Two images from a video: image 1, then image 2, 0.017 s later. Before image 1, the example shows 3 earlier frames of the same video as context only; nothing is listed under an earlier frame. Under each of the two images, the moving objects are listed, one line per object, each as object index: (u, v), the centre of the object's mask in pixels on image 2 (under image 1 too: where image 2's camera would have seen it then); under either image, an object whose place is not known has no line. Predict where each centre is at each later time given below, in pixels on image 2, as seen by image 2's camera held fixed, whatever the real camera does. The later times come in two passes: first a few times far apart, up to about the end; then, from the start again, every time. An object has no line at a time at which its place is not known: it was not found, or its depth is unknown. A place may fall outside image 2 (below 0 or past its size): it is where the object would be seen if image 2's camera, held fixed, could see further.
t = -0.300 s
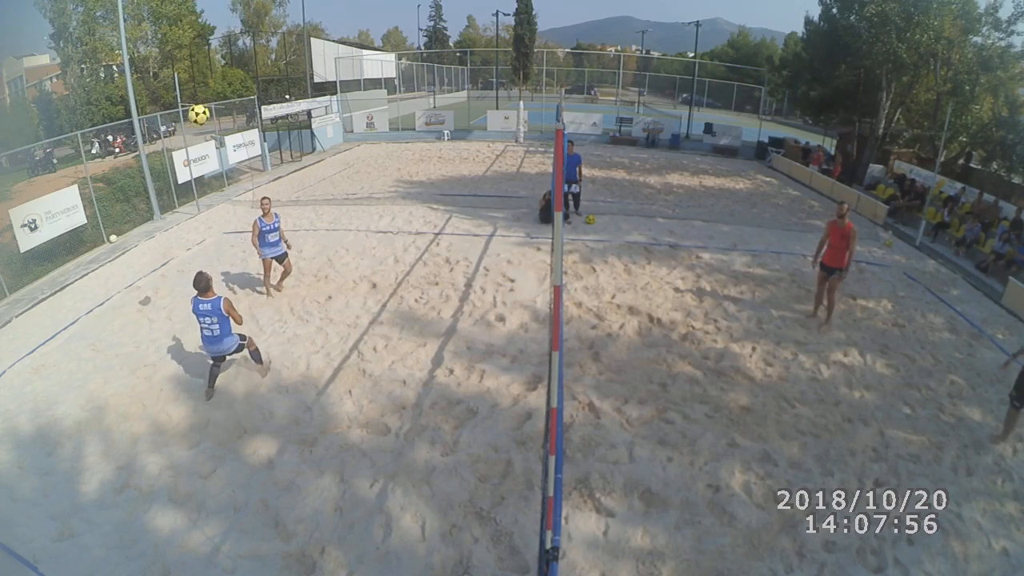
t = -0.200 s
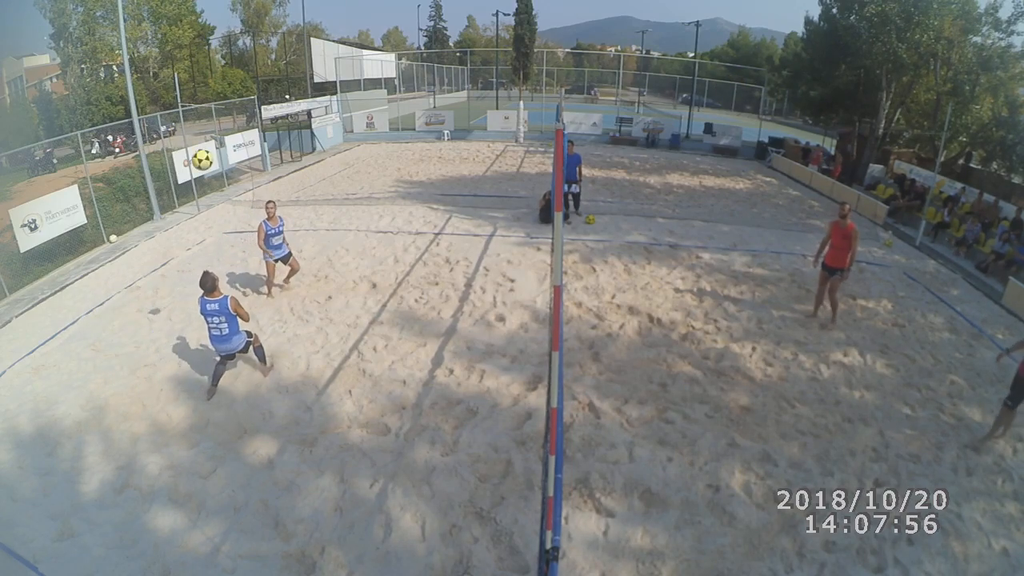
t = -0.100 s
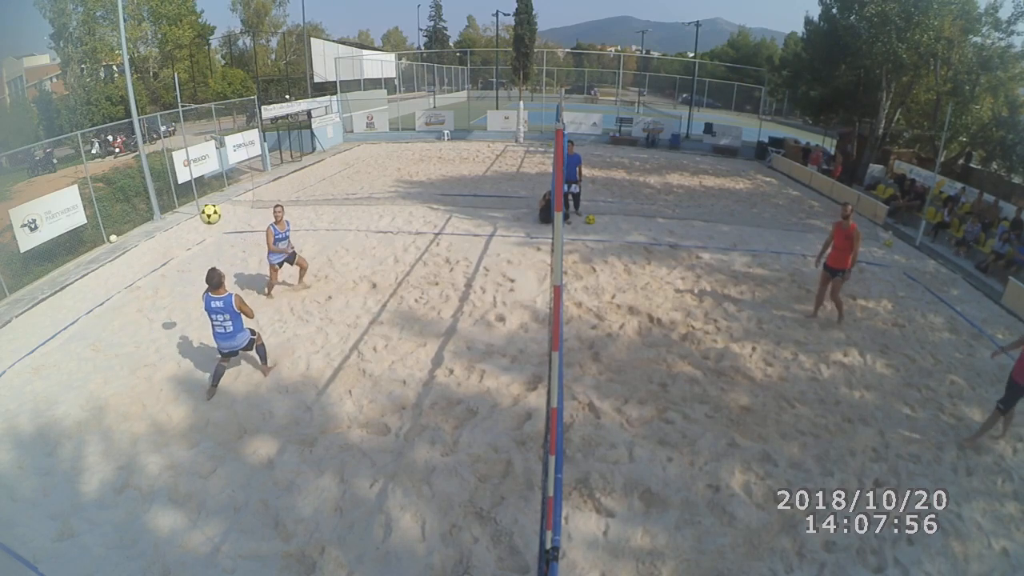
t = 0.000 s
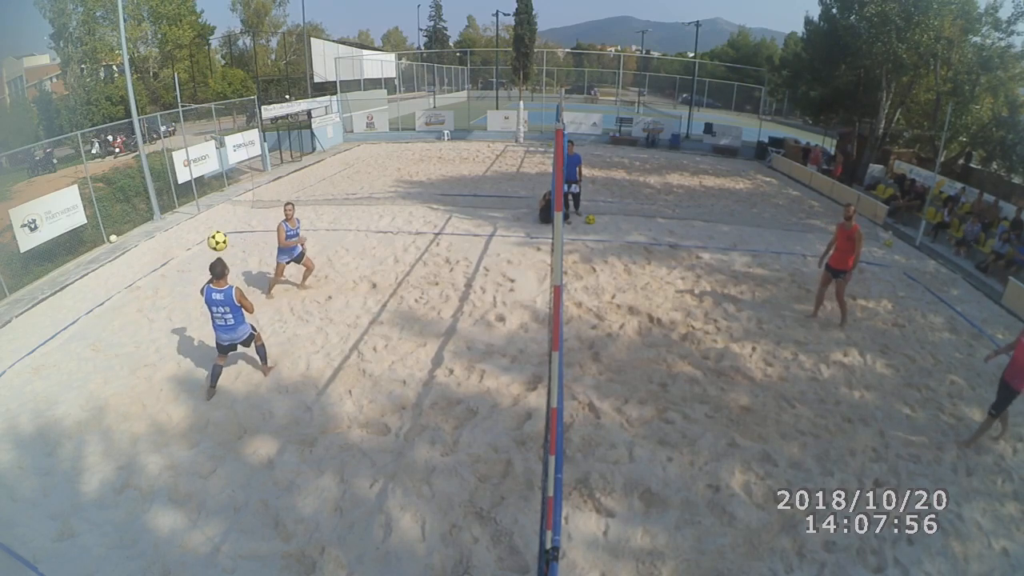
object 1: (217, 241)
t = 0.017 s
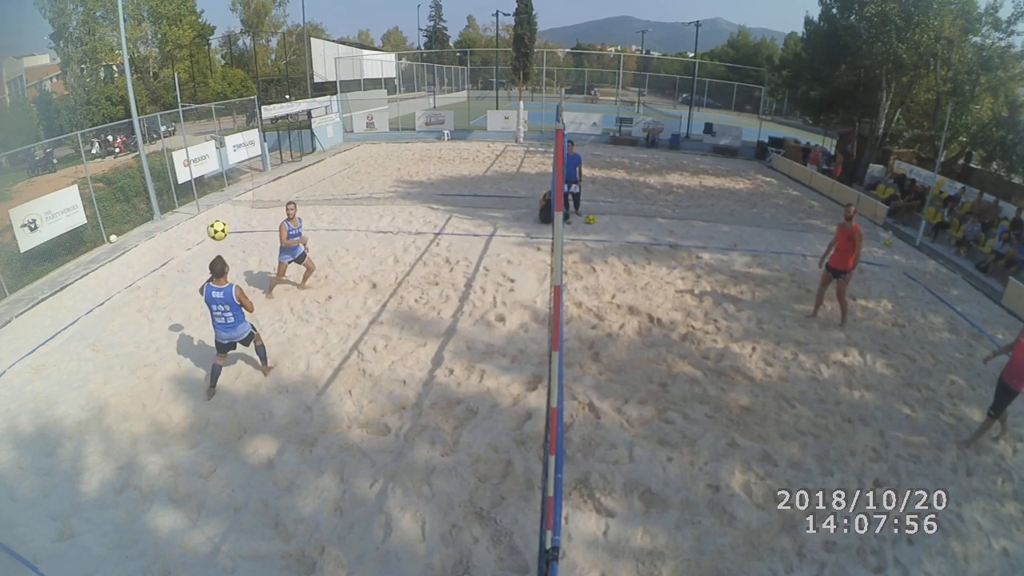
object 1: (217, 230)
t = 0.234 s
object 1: (226, 112)
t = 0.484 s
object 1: (249, 40)
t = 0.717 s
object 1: (276, 29)
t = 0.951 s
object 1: (303, 62)
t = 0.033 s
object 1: (217, 220)
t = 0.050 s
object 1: (217, 209)
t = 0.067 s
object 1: (218, 199)
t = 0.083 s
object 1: (218, 189)
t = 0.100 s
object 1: (218, 180)
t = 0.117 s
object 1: (219, 170)
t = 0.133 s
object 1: (219, 161)
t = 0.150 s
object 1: (220, 153)
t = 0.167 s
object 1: (221, 144)
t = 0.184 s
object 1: (222, 136)
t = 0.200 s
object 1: (223, 127)
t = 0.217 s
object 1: (224, 120)
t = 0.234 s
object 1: (226, 112)
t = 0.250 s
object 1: (227, 106)
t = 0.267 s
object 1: (228, 99)
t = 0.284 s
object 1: (229, 93)
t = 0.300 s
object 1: (231, 87)
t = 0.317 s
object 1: (232, 81)
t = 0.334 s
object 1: (234, 76)
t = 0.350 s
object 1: (235, 70)
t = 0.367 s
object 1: (237, 66)
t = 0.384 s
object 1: (238, 61)
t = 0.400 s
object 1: (240, 57)
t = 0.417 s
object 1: (242, 53)
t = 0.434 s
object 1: (244, 49)
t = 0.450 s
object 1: (245, 46)
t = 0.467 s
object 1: (247, 43)
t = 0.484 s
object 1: (249, 40)
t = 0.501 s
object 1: (251, 37)
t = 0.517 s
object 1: (253, 35)
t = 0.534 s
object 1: (255, 33)
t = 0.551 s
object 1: (257, 31)
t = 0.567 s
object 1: (259, 30)
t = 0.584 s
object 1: (260, 29)
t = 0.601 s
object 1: (262, 28)
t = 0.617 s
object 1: (264, 28)
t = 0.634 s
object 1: (266, 27)
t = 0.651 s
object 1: (268, 27)
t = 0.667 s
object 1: (270, 27)
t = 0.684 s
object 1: (272, 27)
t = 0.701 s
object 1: (274, 28)
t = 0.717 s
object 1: (276, 29)
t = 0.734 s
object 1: (278, 29)
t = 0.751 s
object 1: (280, 30)
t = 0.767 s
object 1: (282, 32)
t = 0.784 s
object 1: (284, 34)
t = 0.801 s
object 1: (286, 36)
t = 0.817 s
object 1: (287, 38)
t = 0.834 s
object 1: (289, 41)
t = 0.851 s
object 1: (291, 43)
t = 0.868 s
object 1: (293, 46)
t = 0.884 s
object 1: (295, 49)
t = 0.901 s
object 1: (297, 52)
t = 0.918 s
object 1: (299, 55)
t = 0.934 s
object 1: (301, 59)
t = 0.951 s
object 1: (303, 62)
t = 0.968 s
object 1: (304, 67)
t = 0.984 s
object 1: (306, 70)
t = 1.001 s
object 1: (308, 75)
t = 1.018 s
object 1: (310, 80)
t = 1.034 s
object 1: (312, 84)
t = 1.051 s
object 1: (315, 89)
